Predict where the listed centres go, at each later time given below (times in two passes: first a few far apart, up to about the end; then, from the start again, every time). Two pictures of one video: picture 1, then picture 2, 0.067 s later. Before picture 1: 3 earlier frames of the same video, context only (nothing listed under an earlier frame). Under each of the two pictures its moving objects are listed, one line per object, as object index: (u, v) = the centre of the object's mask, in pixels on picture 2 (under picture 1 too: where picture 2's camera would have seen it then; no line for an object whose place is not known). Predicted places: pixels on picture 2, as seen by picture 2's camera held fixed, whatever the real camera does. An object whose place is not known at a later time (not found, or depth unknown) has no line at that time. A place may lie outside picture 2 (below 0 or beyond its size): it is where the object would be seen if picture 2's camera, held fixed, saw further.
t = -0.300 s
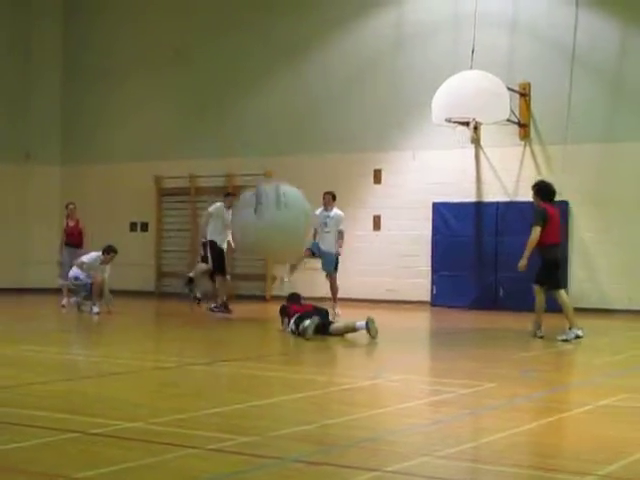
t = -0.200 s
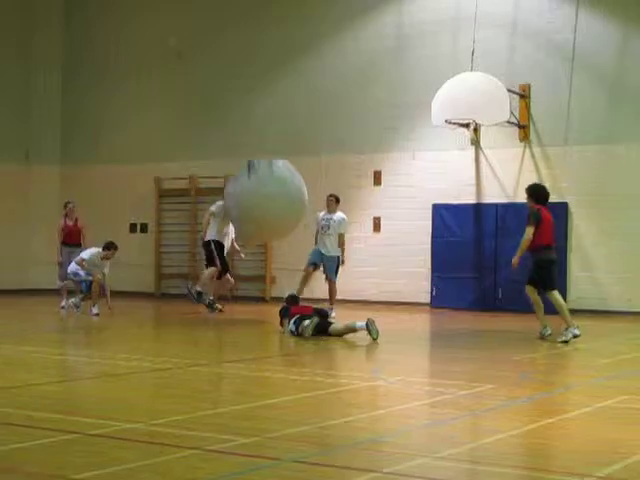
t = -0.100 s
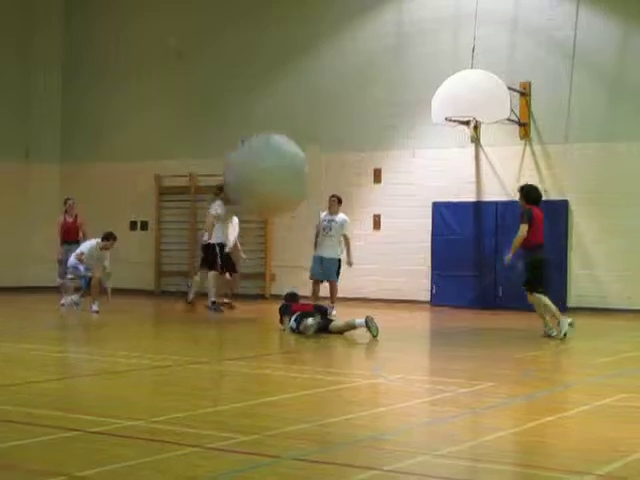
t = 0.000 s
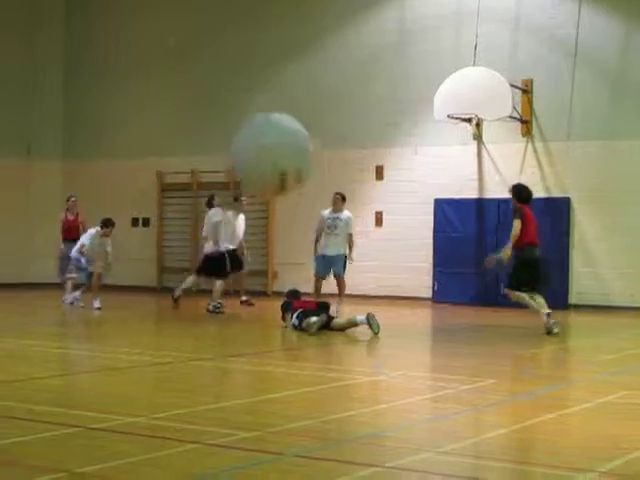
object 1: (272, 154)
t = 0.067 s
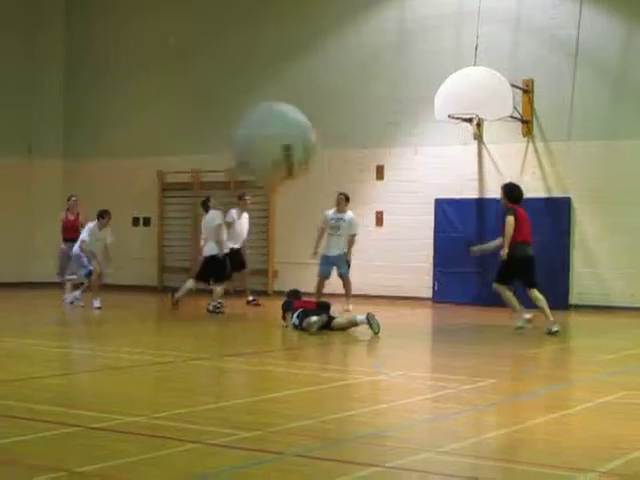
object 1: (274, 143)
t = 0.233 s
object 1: (278, 126)
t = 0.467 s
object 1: (282, 117)
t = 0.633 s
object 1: (286, 120)
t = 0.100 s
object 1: (274, 139)
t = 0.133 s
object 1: (275, 135)
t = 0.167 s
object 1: (275, 132)
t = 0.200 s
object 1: (278, 129)
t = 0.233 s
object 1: (278, 126)
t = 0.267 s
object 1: (278, 124)
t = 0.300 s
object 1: (278, 121)
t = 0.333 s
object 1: (279, 120)
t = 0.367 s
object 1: (279, 118)
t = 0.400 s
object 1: (279, 118)
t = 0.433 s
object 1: (280, 118)
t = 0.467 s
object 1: (282, 117)
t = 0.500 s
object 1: (282, 117)
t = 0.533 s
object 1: (283, 117)
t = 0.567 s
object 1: (284, 117)
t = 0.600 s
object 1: (285, 118)
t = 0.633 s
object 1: (286, 120)
